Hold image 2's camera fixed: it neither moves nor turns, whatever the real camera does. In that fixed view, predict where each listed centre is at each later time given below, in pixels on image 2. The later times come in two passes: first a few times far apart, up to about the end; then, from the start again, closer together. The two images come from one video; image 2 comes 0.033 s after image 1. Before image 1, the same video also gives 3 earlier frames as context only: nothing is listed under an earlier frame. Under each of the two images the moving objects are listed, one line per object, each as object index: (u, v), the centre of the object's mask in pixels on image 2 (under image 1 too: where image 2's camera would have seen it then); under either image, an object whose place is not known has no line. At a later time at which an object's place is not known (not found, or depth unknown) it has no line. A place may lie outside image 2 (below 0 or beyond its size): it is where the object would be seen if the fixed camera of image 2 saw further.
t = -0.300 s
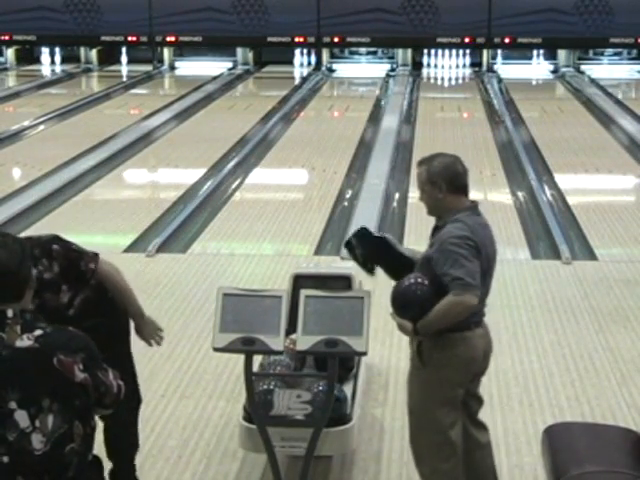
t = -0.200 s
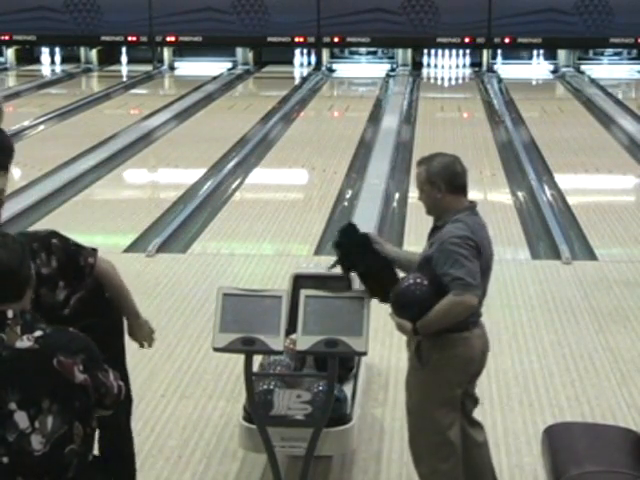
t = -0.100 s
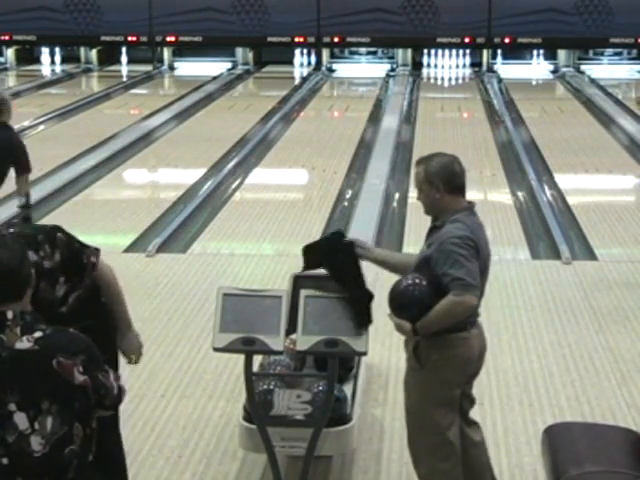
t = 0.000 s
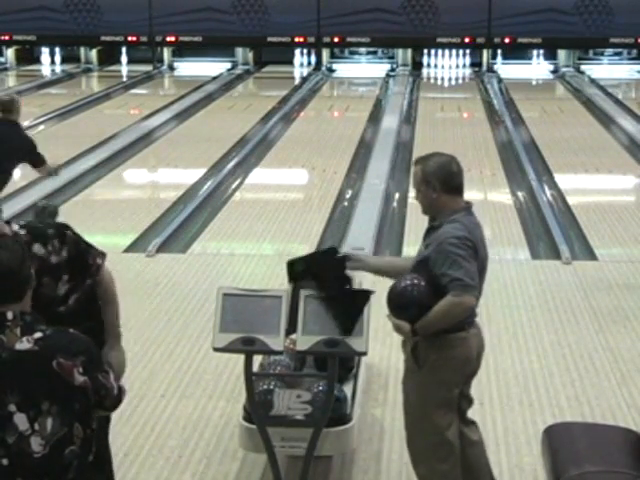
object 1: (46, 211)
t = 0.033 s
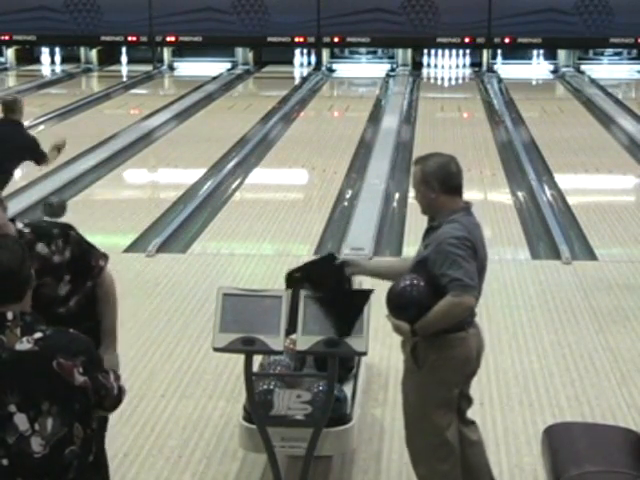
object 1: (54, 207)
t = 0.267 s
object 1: (105, 195)
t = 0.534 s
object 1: (149, 166)
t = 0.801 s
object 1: (183, 143)
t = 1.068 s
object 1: (210, 125)
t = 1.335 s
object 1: (232, 110)
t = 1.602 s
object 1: (250, 97)
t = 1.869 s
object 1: (264, 87)
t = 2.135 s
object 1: (276, 78)
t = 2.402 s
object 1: (283, 71)
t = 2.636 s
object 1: (287, 66)
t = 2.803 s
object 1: (289, 61)
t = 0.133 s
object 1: (78, 202)
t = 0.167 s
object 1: (85, 201)
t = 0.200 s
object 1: (92, 203)
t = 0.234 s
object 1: (99, 200)
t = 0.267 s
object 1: (105, 195)
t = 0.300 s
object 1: (111, 192)
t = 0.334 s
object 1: (118, 188)
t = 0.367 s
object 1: (123, 184)
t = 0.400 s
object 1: (129, 181)
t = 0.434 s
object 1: (134, 177)
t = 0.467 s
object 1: (140, 173)
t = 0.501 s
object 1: (145, 170)
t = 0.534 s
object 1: (149, 166)
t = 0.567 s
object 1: (154, 164)
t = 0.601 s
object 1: (159, 160)
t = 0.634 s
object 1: (163, 157)
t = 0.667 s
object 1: (167, 154)
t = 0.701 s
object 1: (172, 152)
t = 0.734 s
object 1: (176, 149)
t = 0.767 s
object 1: (180, 146)
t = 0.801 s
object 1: (183, 143)
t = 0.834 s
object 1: (187, 141)
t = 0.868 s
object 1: (191, 139)
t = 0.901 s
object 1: (194, 136)
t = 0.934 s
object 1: (198, 134)
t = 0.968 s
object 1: (201, 131)
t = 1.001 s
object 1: (204, 129)
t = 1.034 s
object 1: (207, 127)
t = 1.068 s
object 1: (210, 125)
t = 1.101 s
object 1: (213, 123)
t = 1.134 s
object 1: (216, 121)
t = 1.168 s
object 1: (219, 120)
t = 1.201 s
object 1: (222, 117)
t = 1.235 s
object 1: (225, 116)
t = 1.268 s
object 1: (227, 114)
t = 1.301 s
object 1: (230, 112)
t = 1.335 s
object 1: (232, 110)
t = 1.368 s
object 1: (234, 108)
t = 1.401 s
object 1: (237, 107)
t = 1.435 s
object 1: (239, 105)
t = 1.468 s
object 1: (241, 103)
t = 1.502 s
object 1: (243, 102)
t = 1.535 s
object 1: (246, 100)
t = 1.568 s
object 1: (248, 99)
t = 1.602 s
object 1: (250, 97)
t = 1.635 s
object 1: (252, 96)
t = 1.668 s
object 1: (254, 94)
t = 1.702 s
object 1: (255, 93)
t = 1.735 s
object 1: (257, 92)
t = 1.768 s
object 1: (259, 90)
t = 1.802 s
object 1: (261, 89)
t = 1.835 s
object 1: (262, 88)
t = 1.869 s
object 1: (264, 87)
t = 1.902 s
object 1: (266, 86)
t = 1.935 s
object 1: (267, 85)
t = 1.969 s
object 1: (269, 84)
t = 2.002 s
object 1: (270, 83)
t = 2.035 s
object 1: (272, 82)
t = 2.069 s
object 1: (273, 81)
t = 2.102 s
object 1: (274, 79)
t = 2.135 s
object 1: (276, 78)
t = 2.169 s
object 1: (277, 77)
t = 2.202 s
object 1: (277, 76)
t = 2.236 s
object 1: (278, 75)
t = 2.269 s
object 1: (280, 74)
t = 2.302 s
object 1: (280, 73)
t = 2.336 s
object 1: (281, 72)
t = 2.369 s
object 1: (282, 72)
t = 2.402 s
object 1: (283, 71)
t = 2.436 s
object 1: (284, 70)
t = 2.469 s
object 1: (285, 70)
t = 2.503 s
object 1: (285, 68)
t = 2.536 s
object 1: (285, 68)
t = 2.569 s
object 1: (286, 67)
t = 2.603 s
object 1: (286, 67)
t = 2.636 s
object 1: (287, 66)
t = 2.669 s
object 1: (287, 64)
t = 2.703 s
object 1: (287, 63)
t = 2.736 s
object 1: (288, 63)
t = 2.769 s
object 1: (288, 62)
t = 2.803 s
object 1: (289, 61)
